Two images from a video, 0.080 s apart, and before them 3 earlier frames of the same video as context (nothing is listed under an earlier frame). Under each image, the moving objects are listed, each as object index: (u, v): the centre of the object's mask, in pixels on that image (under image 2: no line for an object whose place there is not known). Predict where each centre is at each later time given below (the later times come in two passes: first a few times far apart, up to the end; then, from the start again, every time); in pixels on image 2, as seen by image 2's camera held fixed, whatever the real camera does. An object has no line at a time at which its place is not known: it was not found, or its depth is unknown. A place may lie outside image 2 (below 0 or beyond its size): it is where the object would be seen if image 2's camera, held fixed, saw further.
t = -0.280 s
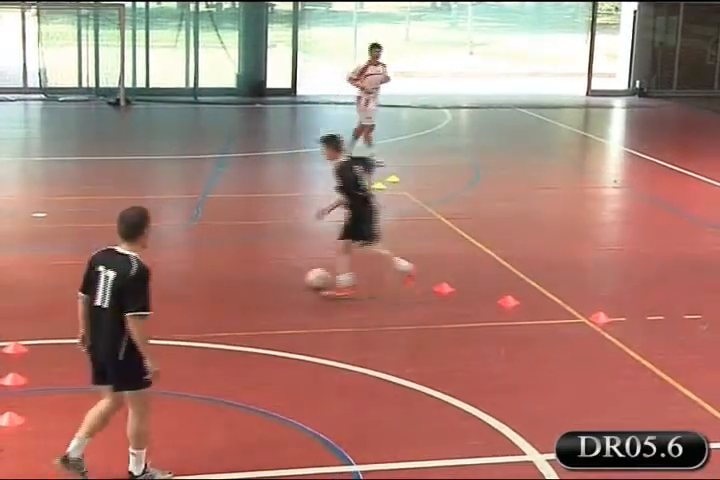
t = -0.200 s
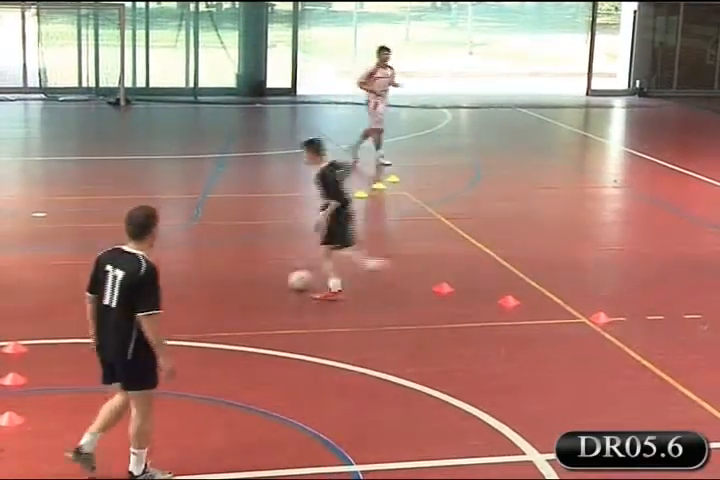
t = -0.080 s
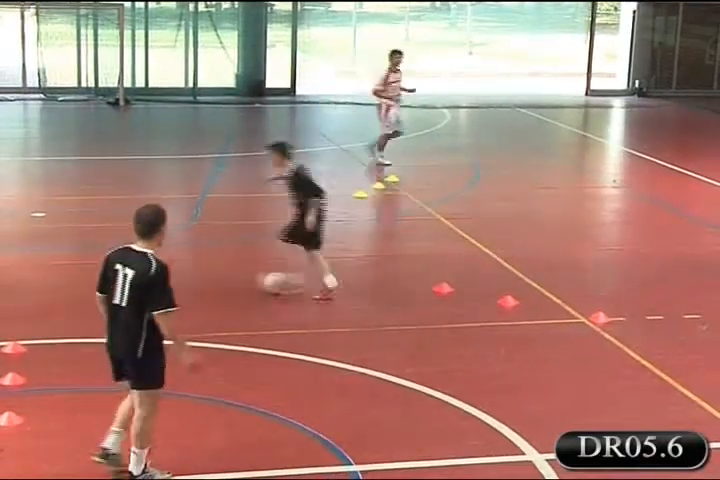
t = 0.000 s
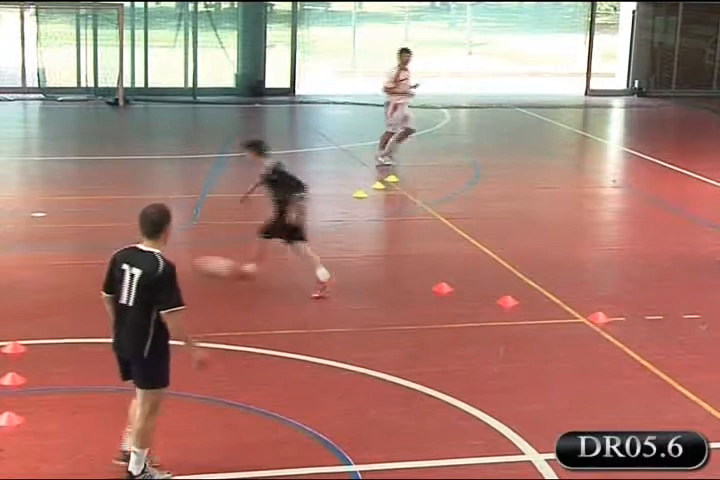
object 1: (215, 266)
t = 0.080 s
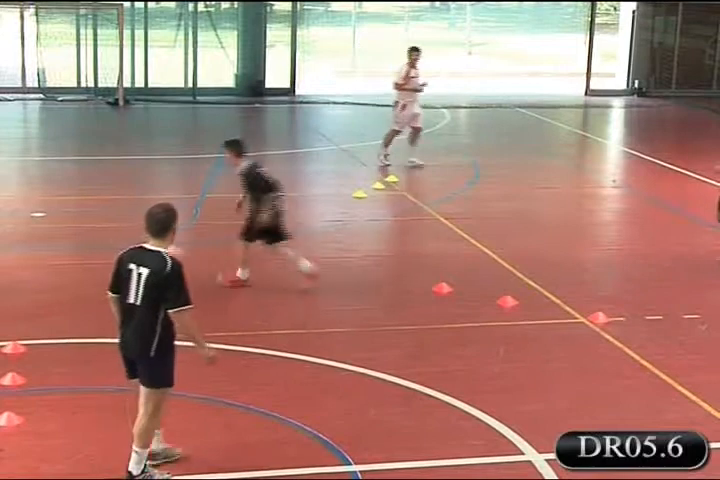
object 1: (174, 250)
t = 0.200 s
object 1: (98, 234)
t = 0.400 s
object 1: (15, 212)
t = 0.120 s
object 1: (134, 241)
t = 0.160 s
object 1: (118, 237)
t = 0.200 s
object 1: (98, 234)
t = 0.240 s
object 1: (79, 228)
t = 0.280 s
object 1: (62, 223)
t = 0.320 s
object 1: (45, 217)
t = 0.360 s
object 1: (29, 214)
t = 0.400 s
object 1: (15, 212)
